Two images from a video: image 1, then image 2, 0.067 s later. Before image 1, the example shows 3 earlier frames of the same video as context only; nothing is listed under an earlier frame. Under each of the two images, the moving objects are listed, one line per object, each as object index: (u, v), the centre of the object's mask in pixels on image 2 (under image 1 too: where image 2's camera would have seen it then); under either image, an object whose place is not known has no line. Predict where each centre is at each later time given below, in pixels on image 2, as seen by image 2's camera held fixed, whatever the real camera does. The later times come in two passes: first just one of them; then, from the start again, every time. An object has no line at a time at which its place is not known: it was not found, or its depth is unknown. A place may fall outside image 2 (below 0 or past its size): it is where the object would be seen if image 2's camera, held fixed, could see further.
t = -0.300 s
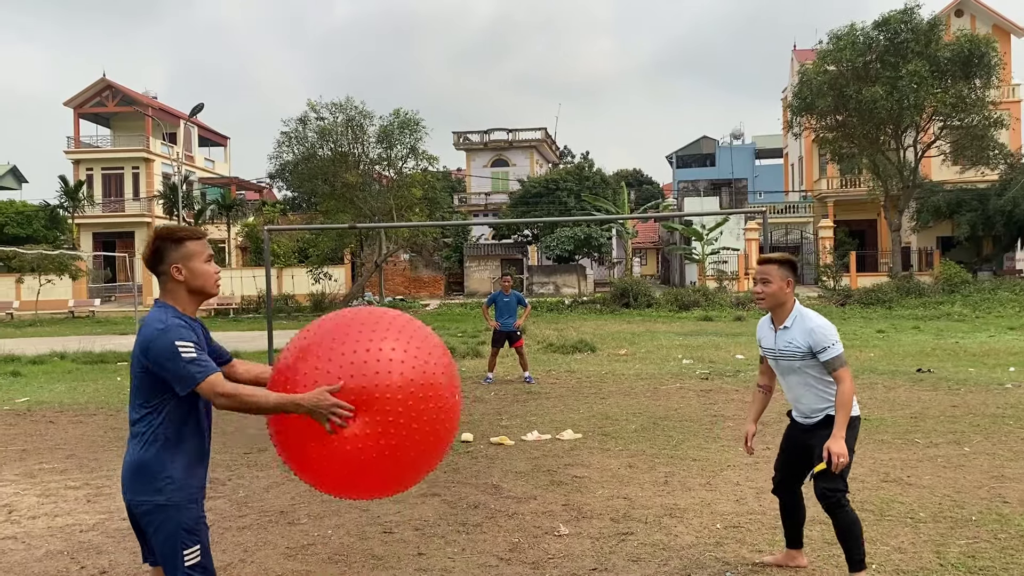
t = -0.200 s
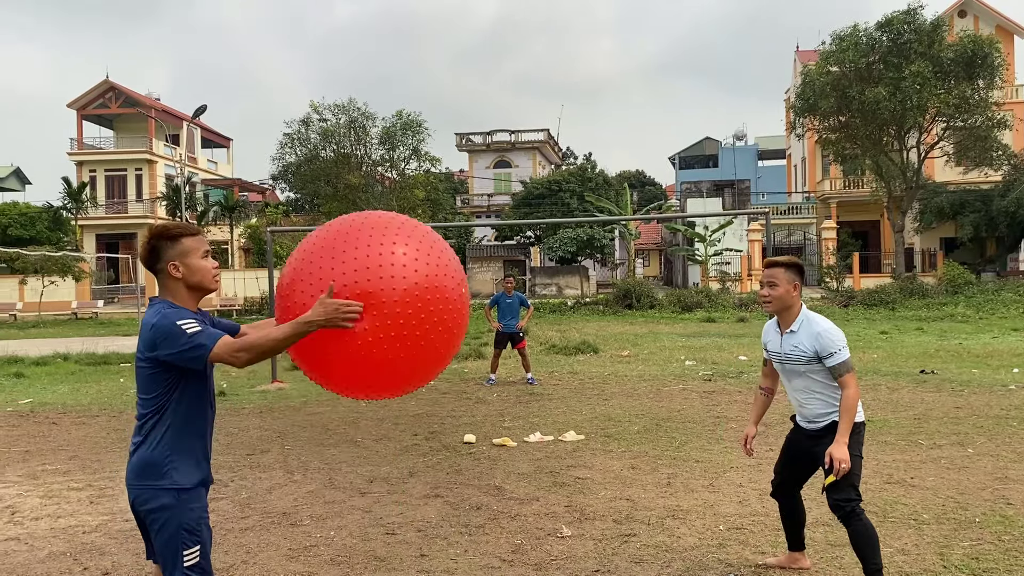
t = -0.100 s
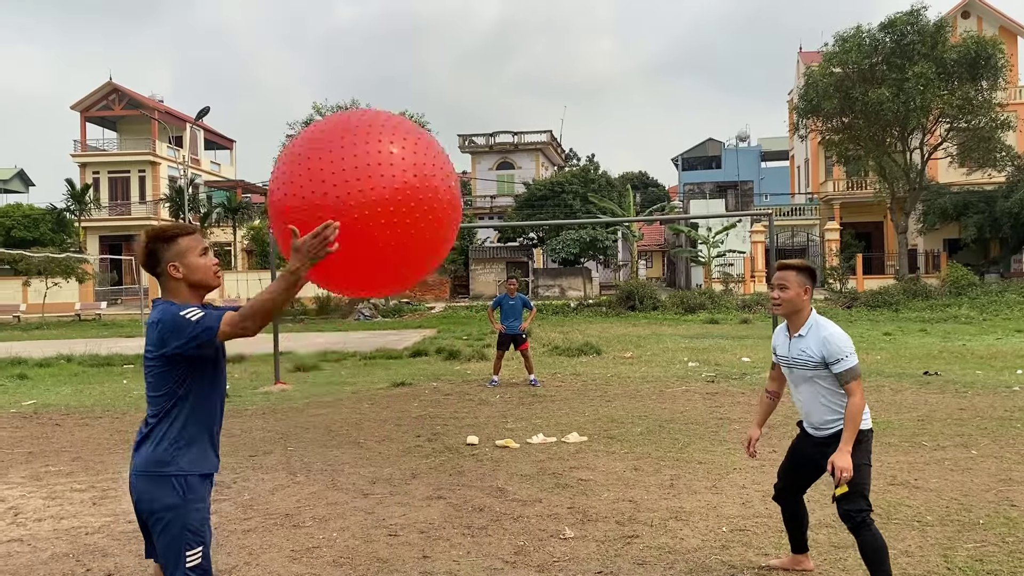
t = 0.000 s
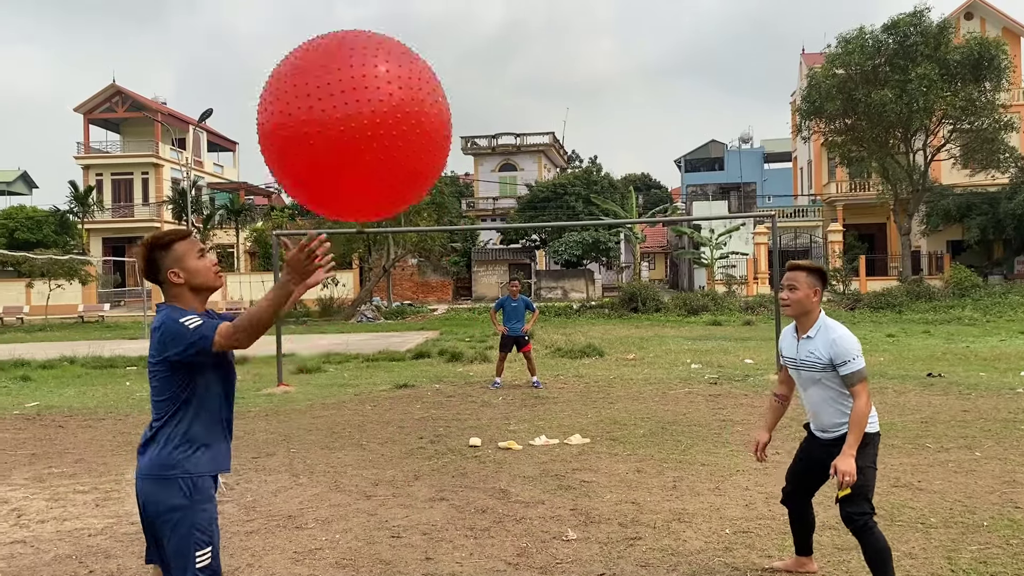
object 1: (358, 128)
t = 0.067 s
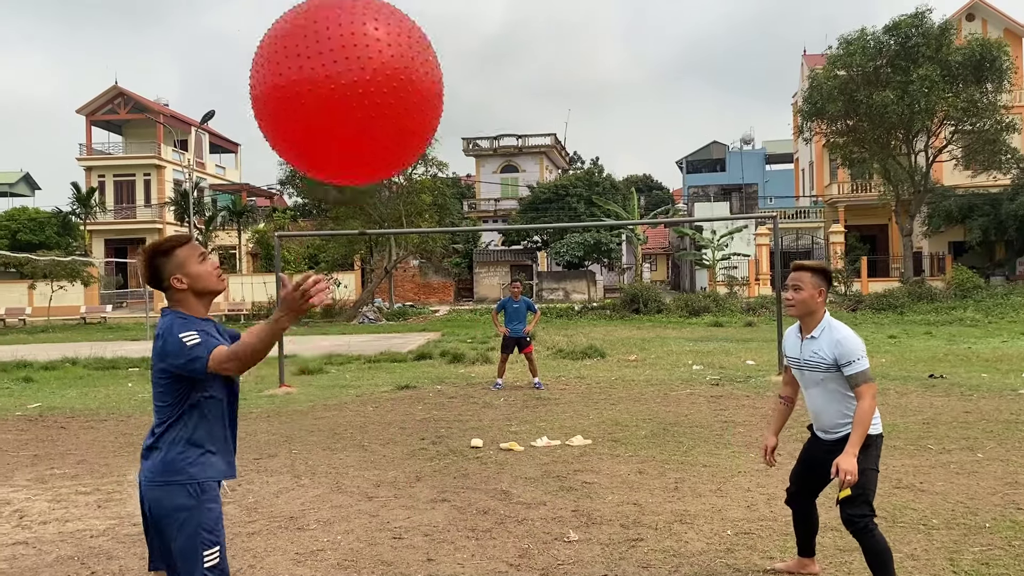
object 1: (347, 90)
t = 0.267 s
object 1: (316, 57)
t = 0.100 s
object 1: (342, 79)
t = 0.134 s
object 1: (337, 71)
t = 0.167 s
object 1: (331, 65)
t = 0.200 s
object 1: (326, 61)
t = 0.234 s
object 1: (321, 58)
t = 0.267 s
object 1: (316, 57)
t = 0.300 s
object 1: (311, 57)
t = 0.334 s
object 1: (306, 58)
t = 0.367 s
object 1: (301, 62)
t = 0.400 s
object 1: (296, 67)
